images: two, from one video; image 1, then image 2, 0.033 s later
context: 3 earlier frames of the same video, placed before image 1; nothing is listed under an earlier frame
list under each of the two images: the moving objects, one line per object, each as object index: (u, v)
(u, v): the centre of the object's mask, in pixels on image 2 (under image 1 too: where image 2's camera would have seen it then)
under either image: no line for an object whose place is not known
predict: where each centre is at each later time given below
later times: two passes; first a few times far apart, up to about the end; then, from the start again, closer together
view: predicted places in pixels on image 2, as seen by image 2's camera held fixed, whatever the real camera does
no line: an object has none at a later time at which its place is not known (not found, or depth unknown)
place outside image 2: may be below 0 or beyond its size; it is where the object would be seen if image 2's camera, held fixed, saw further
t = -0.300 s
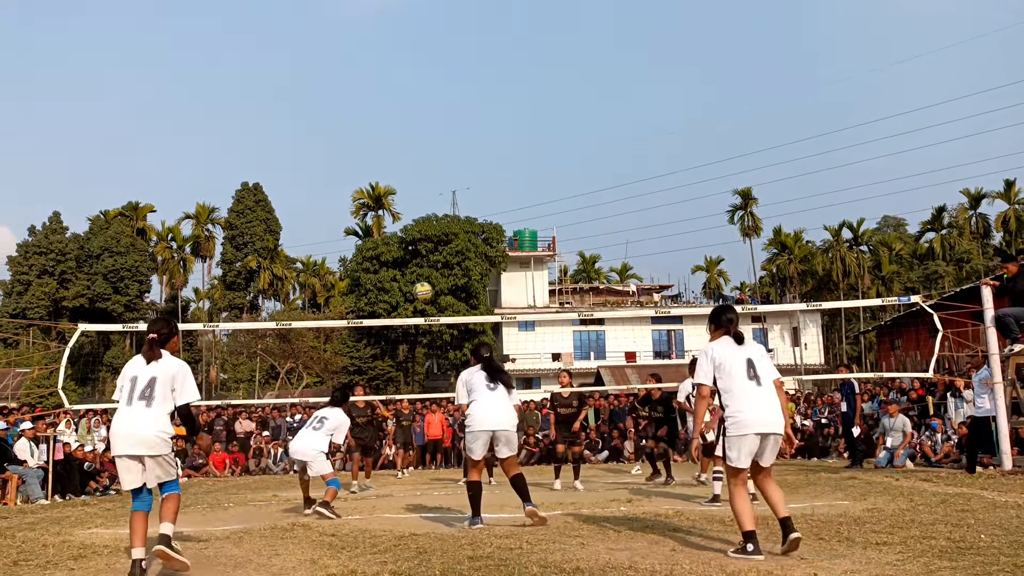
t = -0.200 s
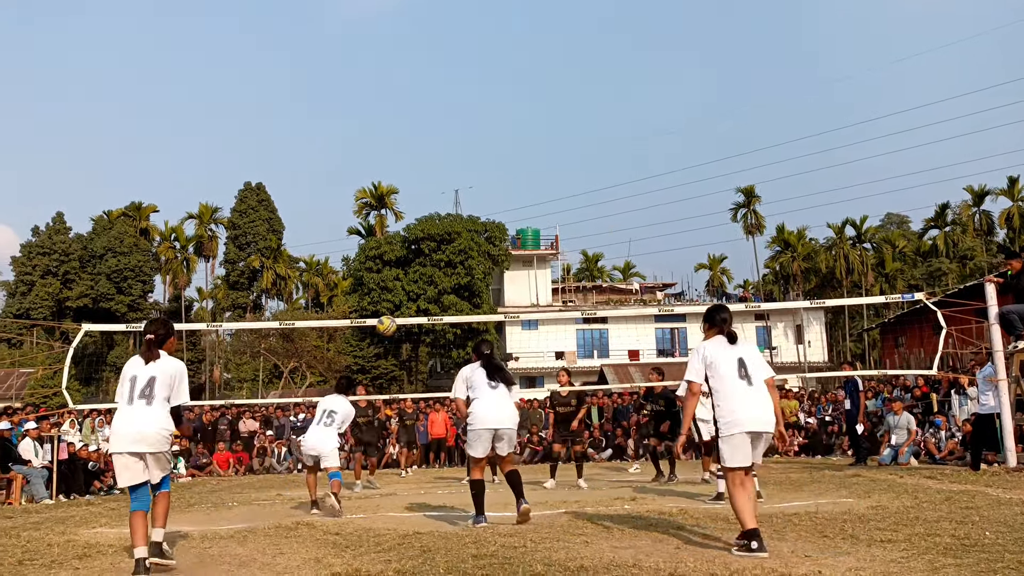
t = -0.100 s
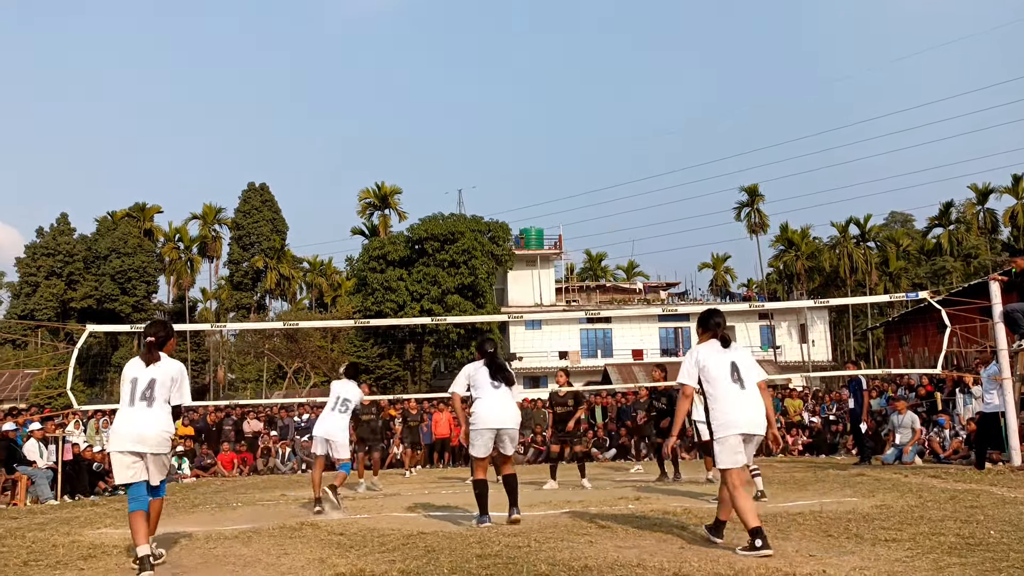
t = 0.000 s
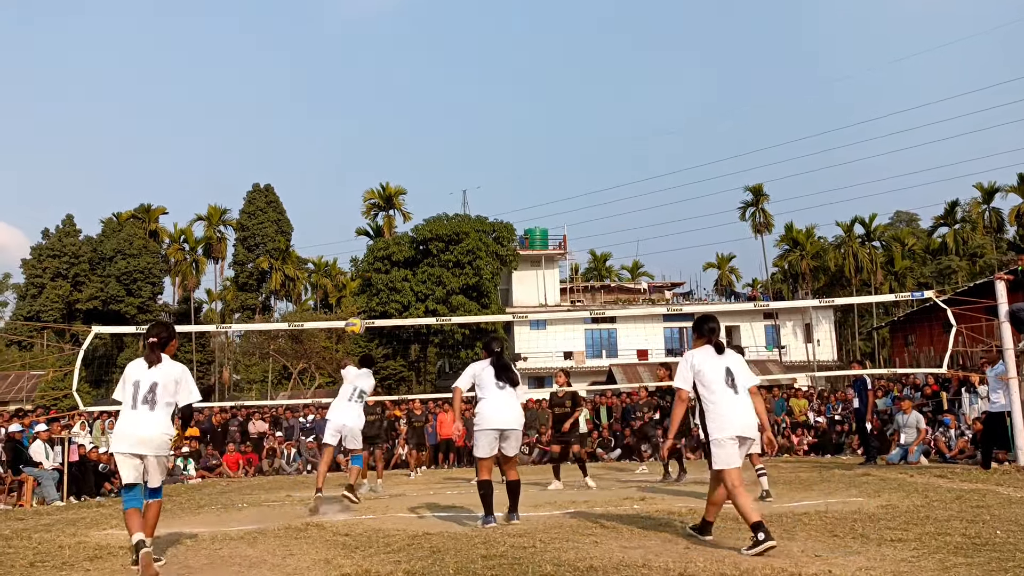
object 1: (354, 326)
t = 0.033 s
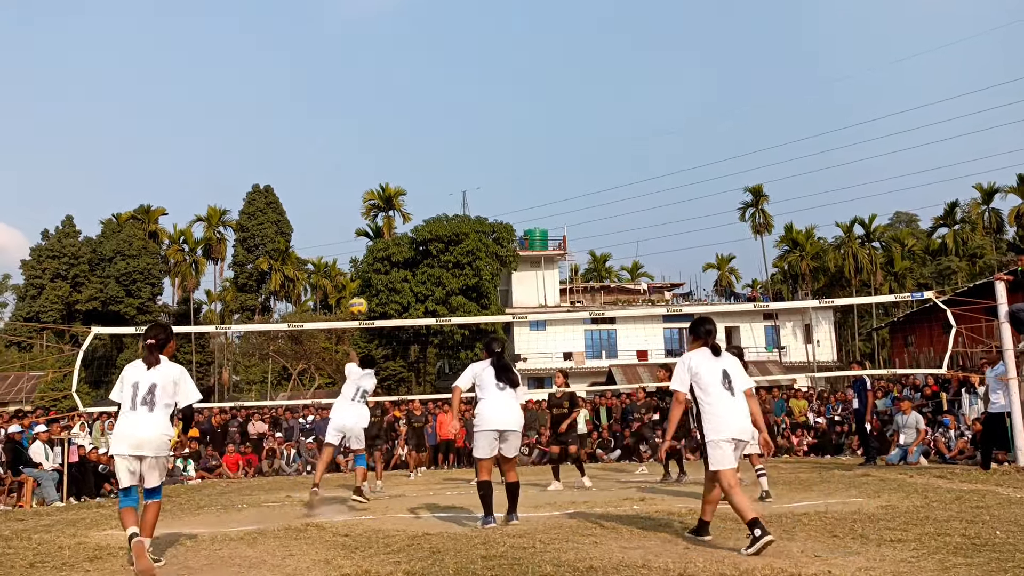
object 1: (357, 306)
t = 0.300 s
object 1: (385, 194)
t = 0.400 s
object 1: (393, 172)
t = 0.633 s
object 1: (412, 153)
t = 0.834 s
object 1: (427, 169)
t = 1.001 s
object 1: (442, 201)
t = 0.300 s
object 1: (385, 194)
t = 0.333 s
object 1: (387, 184)
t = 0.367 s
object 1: (390, 178)
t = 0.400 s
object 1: (393, 172)
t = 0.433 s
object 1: (396, 167)
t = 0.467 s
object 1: (399, 162)
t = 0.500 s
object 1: (402, 159)
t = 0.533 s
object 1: (404, 156)
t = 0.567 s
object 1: (407, 154)
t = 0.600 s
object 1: (409, 153)
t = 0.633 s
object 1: (412, 153)
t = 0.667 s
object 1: (415, 154)
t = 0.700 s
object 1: (417, 155)
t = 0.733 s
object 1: (420, 158)
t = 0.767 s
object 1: (422, 161)
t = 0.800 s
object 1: (425, 164)
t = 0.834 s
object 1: (427, 169)
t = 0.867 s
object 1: (430, 174)
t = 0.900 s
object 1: (433, 180)
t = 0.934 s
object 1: (436, 186)
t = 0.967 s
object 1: (439, 194)
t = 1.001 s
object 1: (442, 201)
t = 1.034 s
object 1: (444, 210)
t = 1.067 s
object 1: (446, 218)
